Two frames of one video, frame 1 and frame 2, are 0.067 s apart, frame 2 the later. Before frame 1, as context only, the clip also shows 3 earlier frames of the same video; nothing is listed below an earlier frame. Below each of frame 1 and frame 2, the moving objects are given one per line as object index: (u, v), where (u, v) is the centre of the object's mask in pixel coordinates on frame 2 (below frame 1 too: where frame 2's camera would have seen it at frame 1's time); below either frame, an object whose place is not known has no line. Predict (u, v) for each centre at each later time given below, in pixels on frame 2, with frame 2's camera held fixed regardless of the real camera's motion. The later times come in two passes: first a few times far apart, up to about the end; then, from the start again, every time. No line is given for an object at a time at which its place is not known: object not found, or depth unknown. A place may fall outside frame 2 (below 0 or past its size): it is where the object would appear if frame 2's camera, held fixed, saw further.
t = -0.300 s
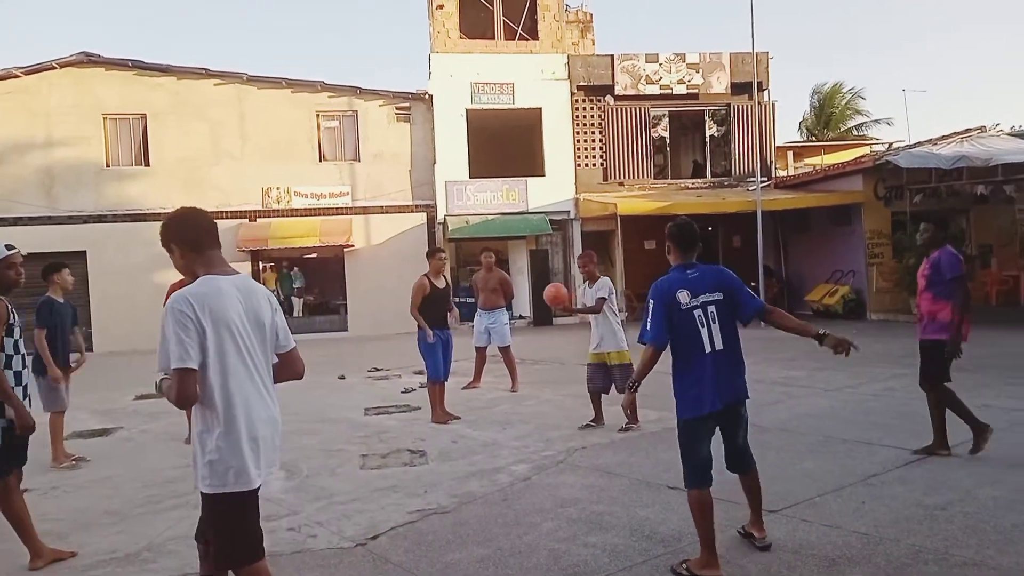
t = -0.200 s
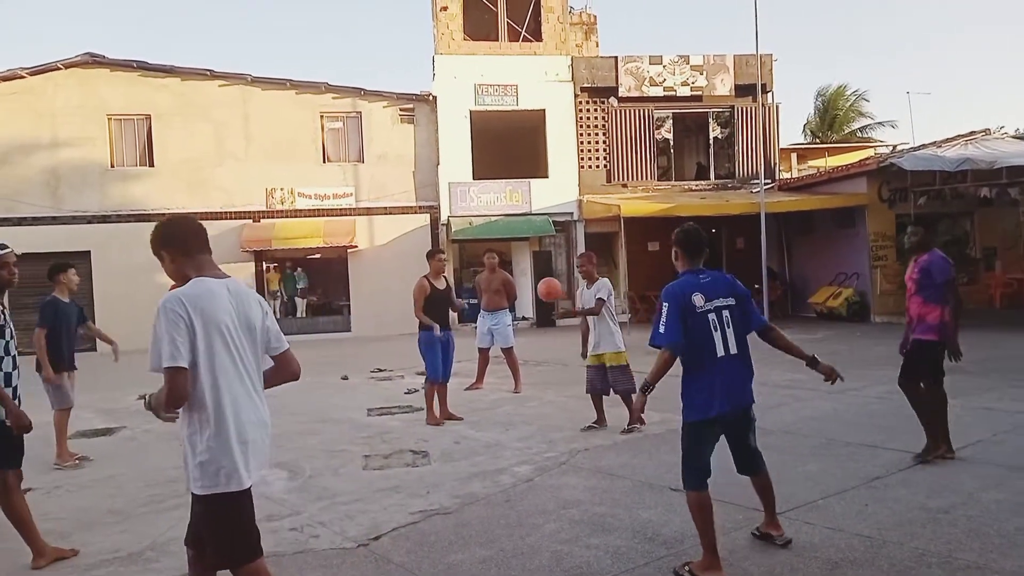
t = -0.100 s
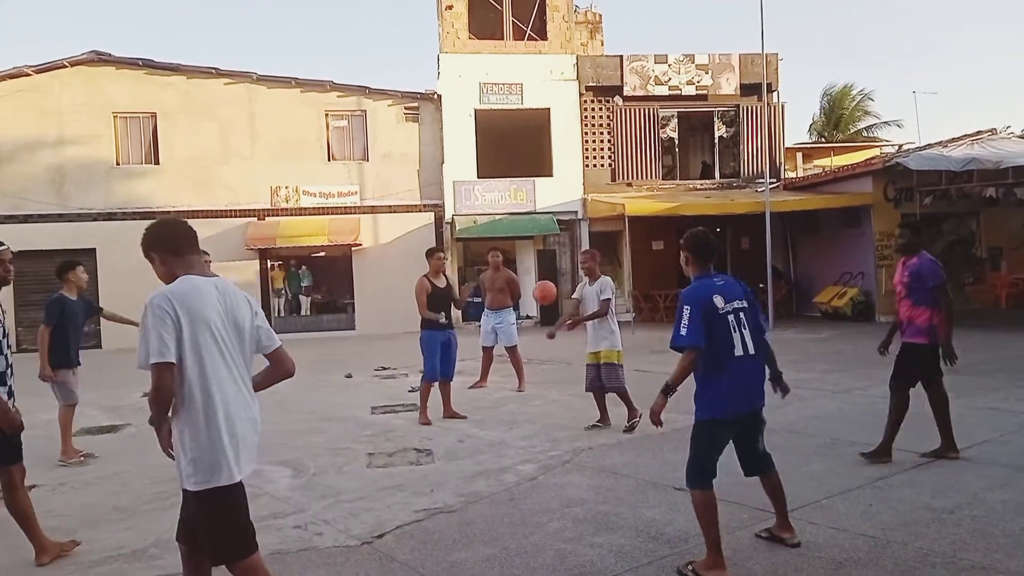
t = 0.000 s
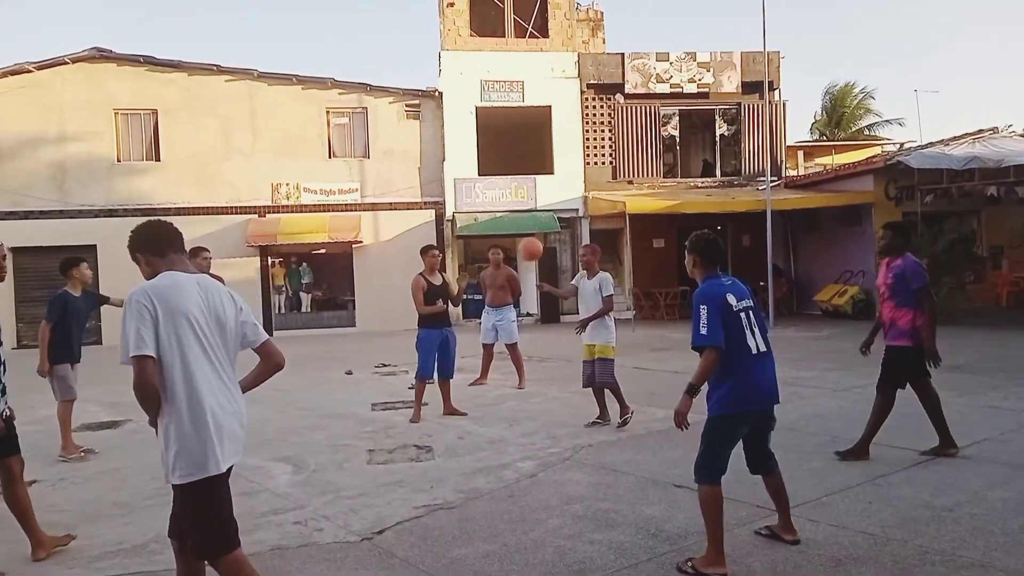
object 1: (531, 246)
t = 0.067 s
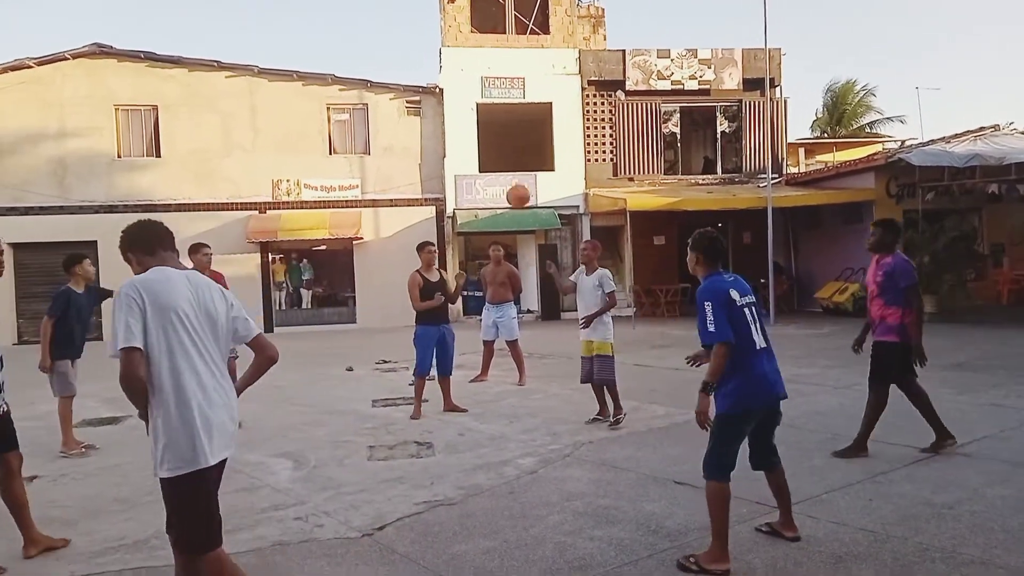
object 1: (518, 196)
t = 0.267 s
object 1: (480, 68)
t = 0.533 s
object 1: (431, -30)
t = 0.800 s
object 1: (386, -45)
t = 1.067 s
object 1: (345, 30)
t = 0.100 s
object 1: (512, 171)
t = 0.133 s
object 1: (505, 149)
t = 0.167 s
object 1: (499, 128)
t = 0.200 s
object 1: (493, 108)
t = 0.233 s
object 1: (486, 87)
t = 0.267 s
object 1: (480, 68)
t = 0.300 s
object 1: (474, 50)
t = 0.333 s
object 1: (467, 34)
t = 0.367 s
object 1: (462, 18)
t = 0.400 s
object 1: (455, 4)
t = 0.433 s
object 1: (449, -8)
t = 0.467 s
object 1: (443, -20)
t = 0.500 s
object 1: (436, -26)
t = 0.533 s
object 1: (431, -30)
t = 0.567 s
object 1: (427, -41)
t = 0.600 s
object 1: (422, -46)
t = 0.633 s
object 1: (417, -51)
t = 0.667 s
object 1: (410, -52)
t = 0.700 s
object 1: (402, -51)
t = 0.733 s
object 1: (397, -50)
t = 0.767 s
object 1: (392, -50)
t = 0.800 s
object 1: (386, -45)
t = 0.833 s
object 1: (380, -41)
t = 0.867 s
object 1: (374, -35)
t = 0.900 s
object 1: (369, -28)
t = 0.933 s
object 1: (364, -18)
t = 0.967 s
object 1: (359, -8)
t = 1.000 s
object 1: (355, 3)
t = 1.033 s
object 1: (350, 15)
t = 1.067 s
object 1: (345, 30)
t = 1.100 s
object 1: (340, 45)
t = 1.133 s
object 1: (335, 62)
